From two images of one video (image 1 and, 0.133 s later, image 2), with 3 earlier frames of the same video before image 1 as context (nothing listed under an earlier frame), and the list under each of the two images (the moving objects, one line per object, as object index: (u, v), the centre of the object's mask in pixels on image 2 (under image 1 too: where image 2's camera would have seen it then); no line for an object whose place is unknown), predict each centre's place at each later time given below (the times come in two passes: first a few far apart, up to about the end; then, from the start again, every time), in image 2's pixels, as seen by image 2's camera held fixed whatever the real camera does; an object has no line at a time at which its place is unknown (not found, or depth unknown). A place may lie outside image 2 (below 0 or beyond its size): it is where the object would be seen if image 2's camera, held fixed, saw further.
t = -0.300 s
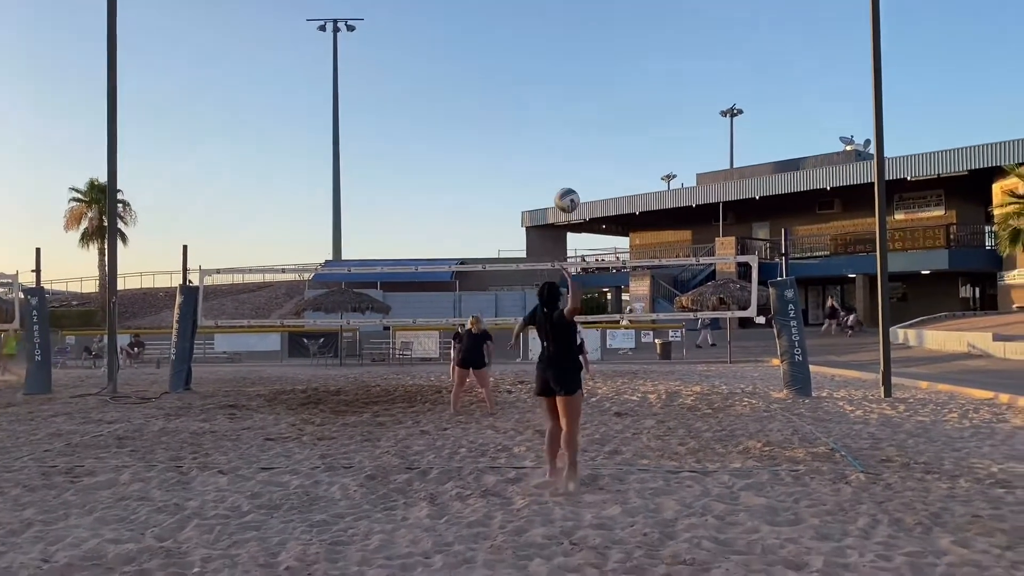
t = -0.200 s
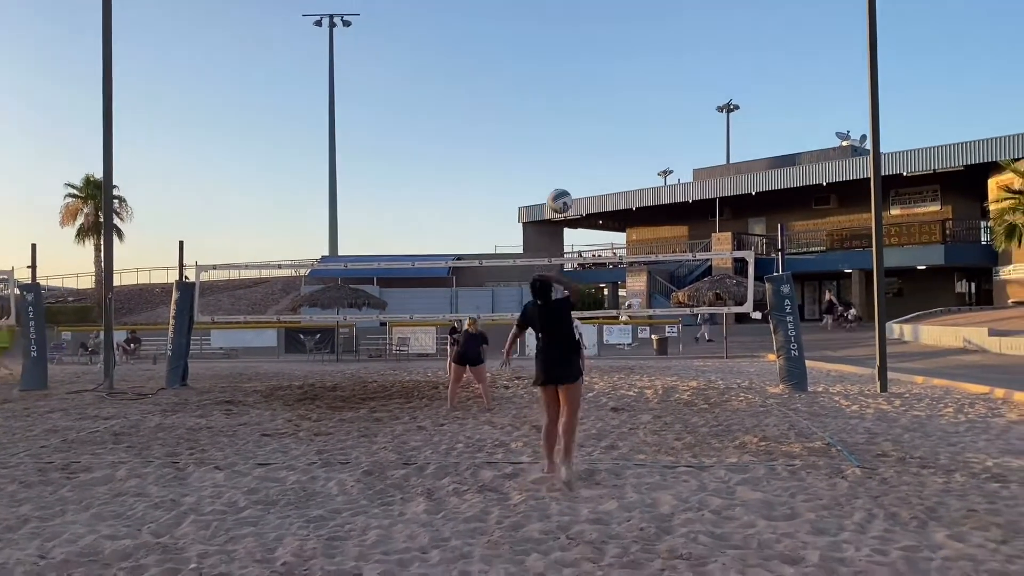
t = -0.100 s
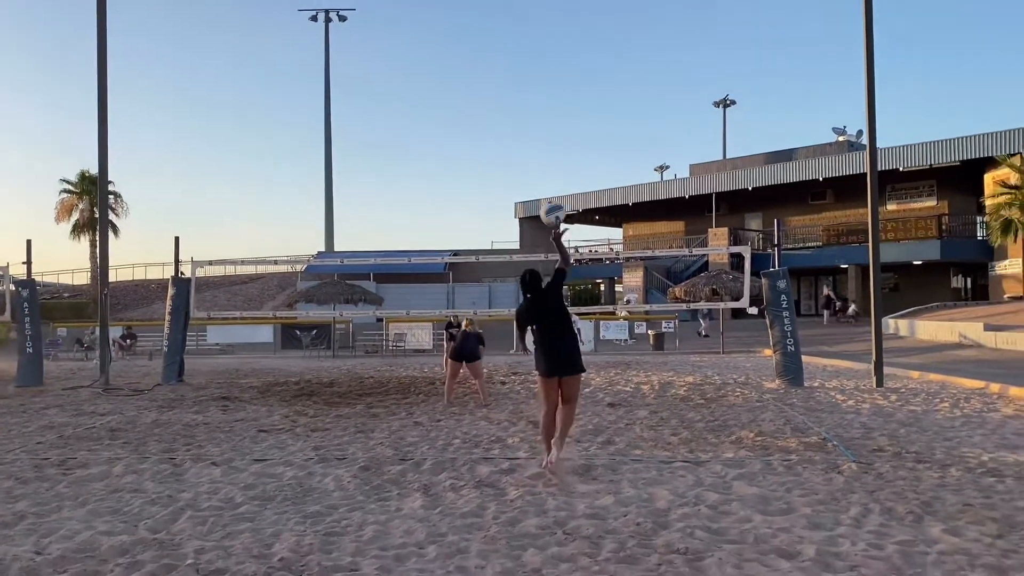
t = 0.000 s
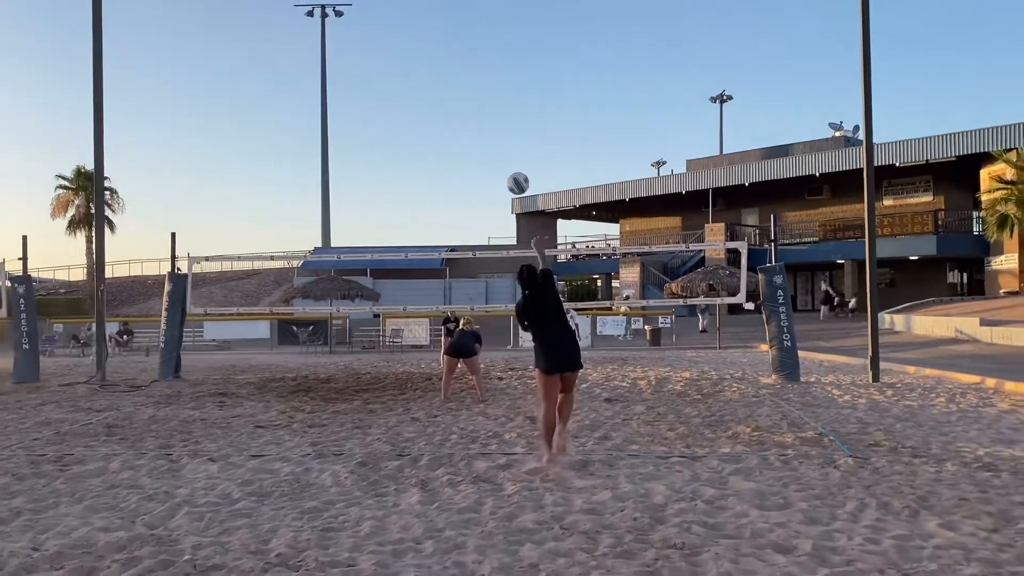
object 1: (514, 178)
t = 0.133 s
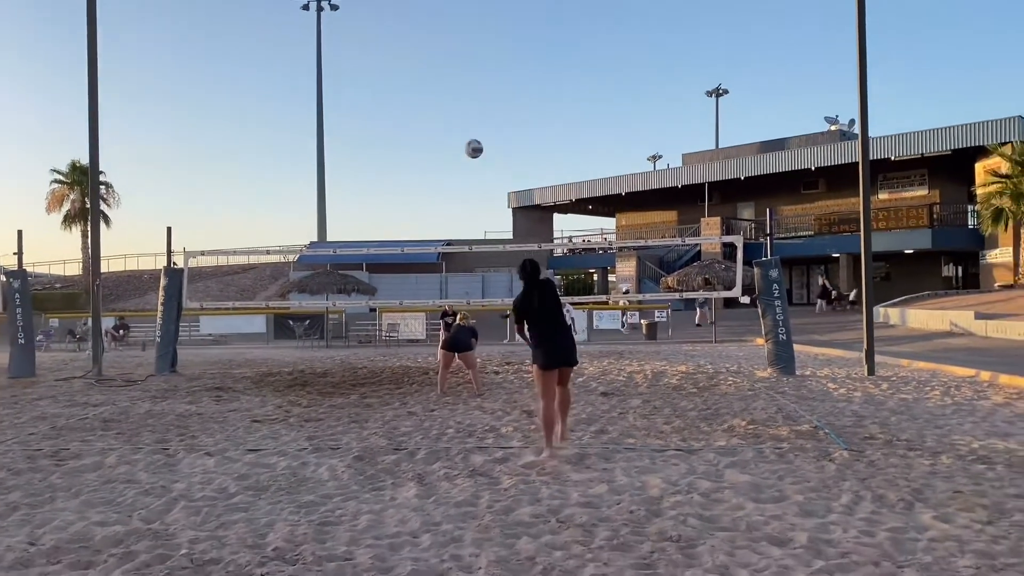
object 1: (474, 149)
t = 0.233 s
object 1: (451, 141)
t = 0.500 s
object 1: (410, 157)
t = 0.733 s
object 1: (389, 196)
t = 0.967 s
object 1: (375, 246)
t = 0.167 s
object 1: (466, 145)
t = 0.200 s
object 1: (458, 142)
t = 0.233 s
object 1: (451, 141)
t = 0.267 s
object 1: (445, 140)
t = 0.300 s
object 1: (439, 140)
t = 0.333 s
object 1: (433, 141)
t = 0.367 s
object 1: (428, 143)
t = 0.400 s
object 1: (423, 146)
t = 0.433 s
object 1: (418, 149)
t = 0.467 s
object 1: (414, 153)
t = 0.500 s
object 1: (410, 157)
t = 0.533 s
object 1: (407, 162)
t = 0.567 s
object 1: (403, 167)
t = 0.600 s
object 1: (400, 172)
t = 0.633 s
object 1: (397, 177)
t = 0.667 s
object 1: (394, 183)
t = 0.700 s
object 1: (392, 189)
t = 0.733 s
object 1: (389, 196)
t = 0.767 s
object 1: (387, 203)
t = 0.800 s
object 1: (385, 210)
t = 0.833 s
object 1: (383, 217)
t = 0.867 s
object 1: (381, 225)
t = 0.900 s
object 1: (379, 232)
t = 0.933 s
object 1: (377, 240)
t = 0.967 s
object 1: (375, 246)
